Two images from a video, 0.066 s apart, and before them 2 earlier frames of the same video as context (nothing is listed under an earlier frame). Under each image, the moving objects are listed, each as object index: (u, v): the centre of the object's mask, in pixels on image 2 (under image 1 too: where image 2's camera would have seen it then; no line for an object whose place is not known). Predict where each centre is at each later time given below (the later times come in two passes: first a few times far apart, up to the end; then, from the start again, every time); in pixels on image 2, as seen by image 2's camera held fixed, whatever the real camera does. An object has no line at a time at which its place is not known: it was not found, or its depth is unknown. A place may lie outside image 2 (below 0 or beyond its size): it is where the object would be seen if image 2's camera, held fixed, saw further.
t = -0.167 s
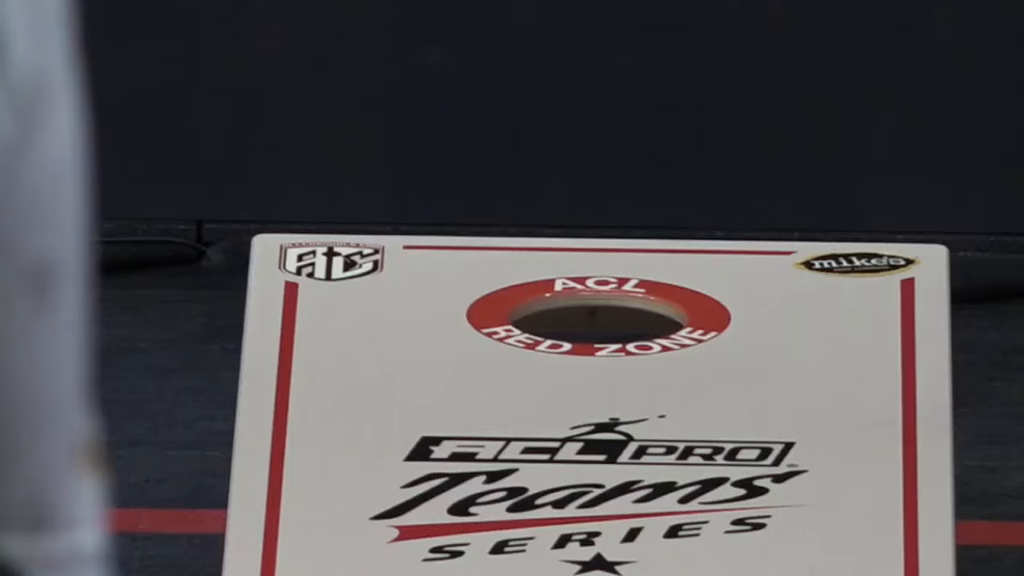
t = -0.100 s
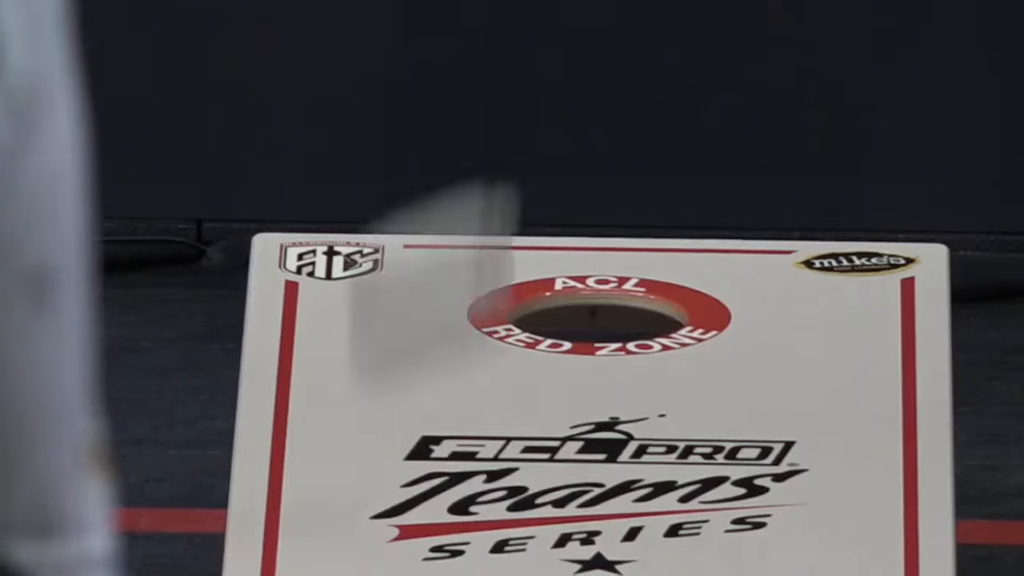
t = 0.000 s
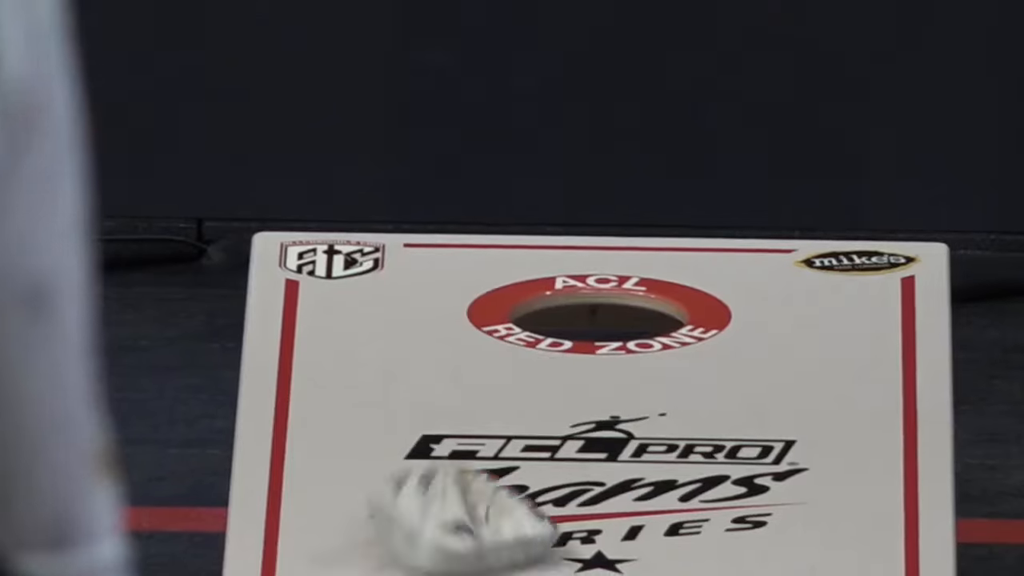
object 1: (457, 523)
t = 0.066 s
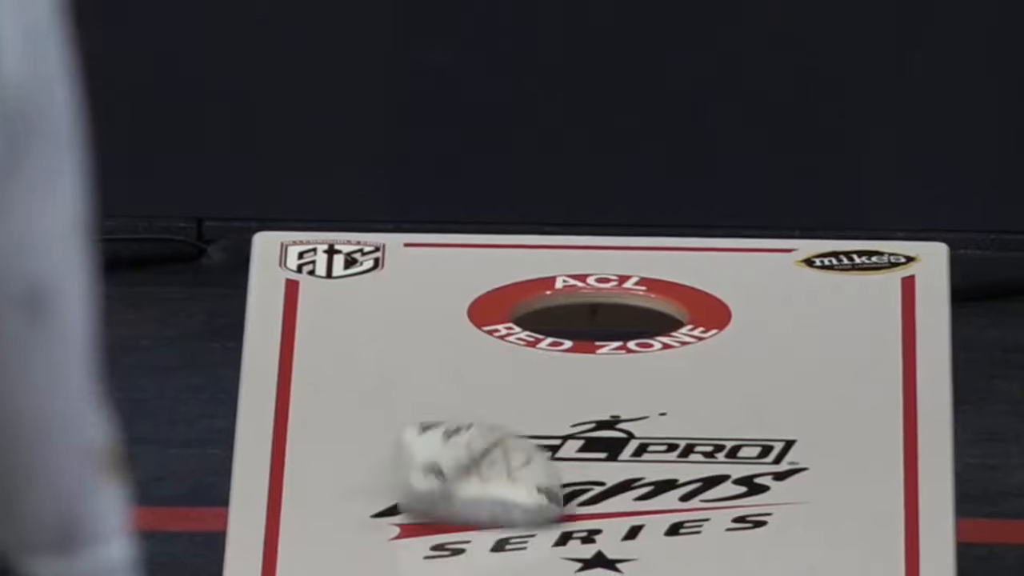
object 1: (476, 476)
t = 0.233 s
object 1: (510, 402)
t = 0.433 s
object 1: (526, 380)
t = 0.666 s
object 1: (526, 379)
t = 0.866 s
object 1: (526, 379)
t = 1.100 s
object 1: (526, 379)
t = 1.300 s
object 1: (526, 379)
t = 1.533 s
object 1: (526, 380)
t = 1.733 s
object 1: (526, 380)
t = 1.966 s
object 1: (526, 380)
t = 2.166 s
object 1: (526, 379)
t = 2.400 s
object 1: (526, 379)
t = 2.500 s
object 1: (526, 379)
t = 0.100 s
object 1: (486, 459)
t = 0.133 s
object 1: (495, 443)
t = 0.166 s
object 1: (501, 427)
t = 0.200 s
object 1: (505, 414)
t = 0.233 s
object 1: (510, 402)
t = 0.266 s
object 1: (516, 393)
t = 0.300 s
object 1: (521, 387)
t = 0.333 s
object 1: (524, 383)
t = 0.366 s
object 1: (525, 380)
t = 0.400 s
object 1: (526, 379)
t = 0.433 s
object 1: (526, 380)
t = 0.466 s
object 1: (526, 379)
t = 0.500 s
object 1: (526, 379)
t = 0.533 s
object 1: (526, 379)
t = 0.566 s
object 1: (526, 379)
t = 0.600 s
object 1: (526, 379)
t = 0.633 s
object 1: (526, 379)
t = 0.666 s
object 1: (526, 379)
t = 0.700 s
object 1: (526, 379)
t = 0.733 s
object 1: (526, 379)
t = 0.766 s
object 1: (526, 379)
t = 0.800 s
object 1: (526, 379)
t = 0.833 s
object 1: (526, 379)
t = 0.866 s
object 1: (526, 379)
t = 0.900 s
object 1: (526, 379)
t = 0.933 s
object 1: (526, 379)
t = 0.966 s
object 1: (526, 379)
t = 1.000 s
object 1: (526, 379)
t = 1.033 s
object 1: (526, 379)
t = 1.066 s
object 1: (526, 379)
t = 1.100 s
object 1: (526, 379)
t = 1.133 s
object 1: (526, 379)
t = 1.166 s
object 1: (526, 379)
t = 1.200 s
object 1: (526, 379)
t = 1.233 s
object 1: (526, 379)
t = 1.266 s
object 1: (526, 379)
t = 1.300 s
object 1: (526, 379)
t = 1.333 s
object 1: (526, 379)
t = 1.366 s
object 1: (526, 379)
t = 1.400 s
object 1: (526, 379)
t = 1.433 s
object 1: (526, 379)
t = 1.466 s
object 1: (526, 379)
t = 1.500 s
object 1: (526, 379)
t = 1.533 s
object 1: (526, 380)
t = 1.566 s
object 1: (526, 379)
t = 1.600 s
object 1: (526, 379)
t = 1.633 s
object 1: (526, 379)
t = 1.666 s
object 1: (526, 379)
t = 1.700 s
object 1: (526, 379)
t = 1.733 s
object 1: (526, 380)
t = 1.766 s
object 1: (526, 380)
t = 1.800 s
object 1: (526, 380)
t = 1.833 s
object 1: (526, 380)
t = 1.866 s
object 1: (526, 380)
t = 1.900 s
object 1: (526, 380)
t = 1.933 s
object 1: (526, 380)
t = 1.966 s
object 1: (526, 380)
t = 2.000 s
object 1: (526, 380)
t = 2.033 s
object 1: (526, 379)
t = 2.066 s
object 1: (526, 379)
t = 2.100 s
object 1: (526, 380)
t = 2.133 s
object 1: (526, 379)
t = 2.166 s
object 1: (526, 379)
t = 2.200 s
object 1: (526, 380)
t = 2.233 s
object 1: (526, 379)
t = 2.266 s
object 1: (526, 379)
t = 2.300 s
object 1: (526, 379)
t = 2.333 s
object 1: (526, 379)
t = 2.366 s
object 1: (526, 379)
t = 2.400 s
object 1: (526, 379)
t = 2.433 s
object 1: (526, 379)
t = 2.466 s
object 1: (526, 379)
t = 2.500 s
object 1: (526, 379)
